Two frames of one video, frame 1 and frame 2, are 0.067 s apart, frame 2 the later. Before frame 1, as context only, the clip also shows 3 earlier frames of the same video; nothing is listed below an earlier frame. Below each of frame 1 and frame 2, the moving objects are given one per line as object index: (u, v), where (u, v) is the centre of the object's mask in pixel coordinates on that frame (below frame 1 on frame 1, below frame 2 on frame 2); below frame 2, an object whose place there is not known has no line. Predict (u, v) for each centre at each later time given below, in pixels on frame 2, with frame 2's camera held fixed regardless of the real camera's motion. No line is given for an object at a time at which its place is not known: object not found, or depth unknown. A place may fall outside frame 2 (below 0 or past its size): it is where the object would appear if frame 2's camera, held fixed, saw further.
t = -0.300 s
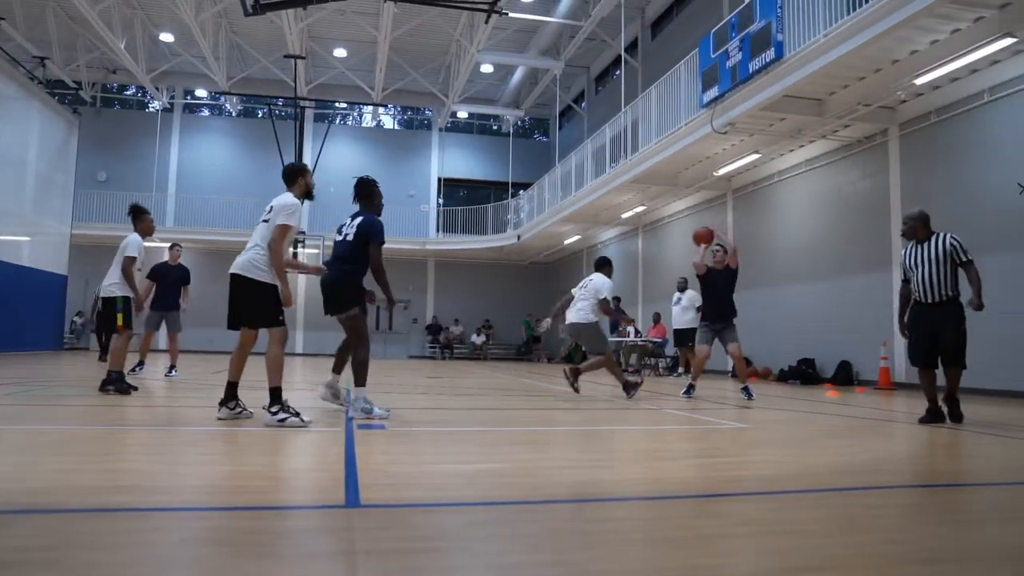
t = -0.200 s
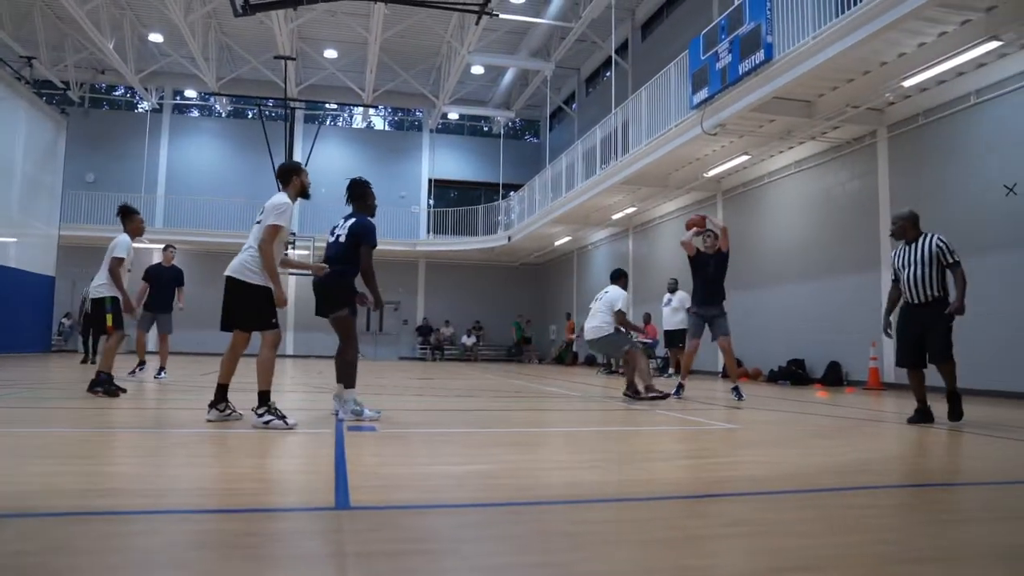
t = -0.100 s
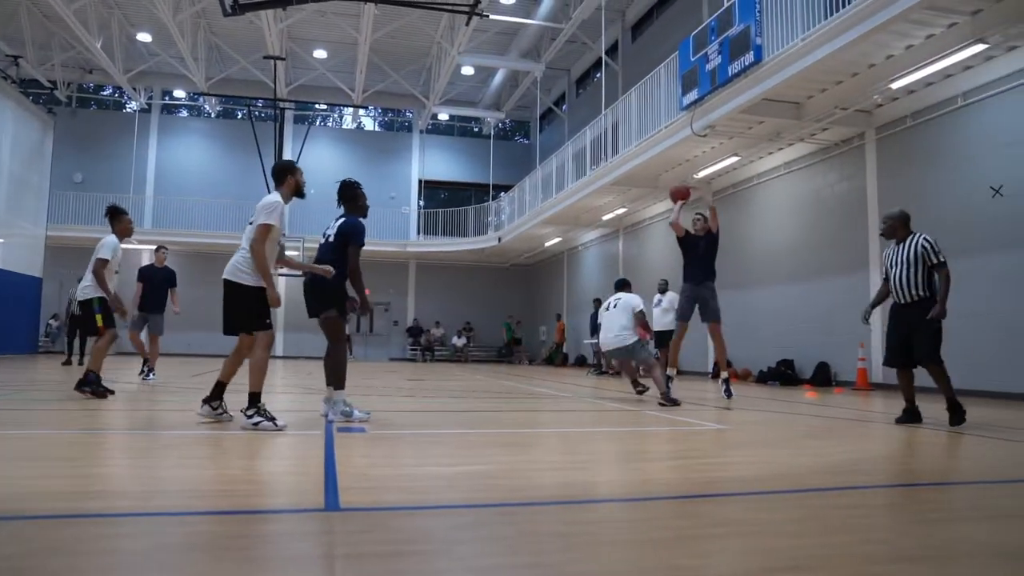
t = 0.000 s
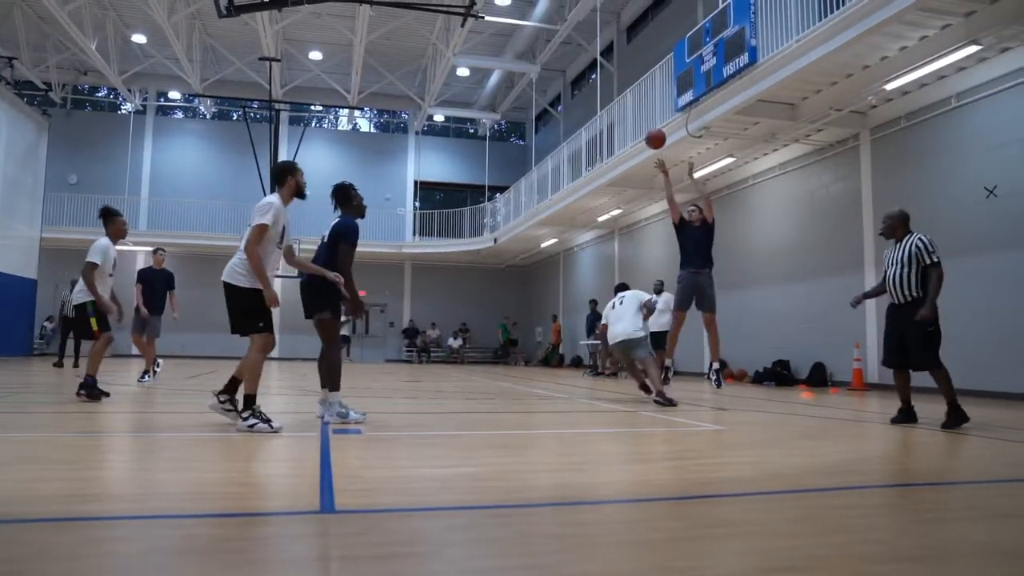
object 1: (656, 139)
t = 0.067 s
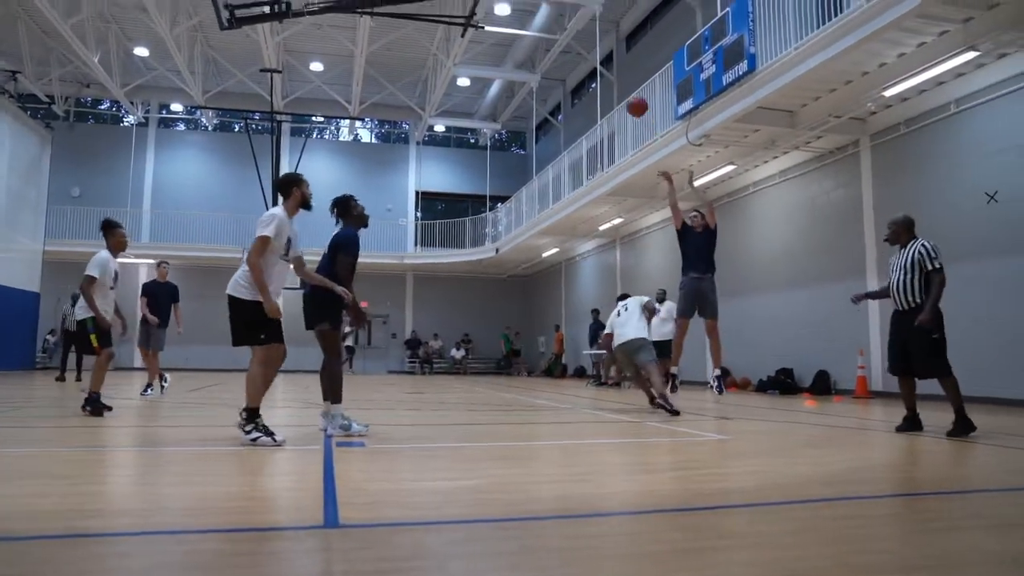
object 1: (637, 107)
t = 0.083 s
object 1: (632, 97)
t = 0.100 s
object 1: (628, 88)
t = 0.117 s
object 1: (623, 80)
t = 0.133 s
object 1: (618, 72)
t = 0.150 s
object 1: (614, 63)
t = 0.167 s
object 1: (610, 55)
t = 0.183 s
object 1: (606, 47)
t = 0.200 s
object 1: (601, 39)
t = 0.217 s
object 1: (596, 30)
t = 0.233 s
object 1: (592, 23)
